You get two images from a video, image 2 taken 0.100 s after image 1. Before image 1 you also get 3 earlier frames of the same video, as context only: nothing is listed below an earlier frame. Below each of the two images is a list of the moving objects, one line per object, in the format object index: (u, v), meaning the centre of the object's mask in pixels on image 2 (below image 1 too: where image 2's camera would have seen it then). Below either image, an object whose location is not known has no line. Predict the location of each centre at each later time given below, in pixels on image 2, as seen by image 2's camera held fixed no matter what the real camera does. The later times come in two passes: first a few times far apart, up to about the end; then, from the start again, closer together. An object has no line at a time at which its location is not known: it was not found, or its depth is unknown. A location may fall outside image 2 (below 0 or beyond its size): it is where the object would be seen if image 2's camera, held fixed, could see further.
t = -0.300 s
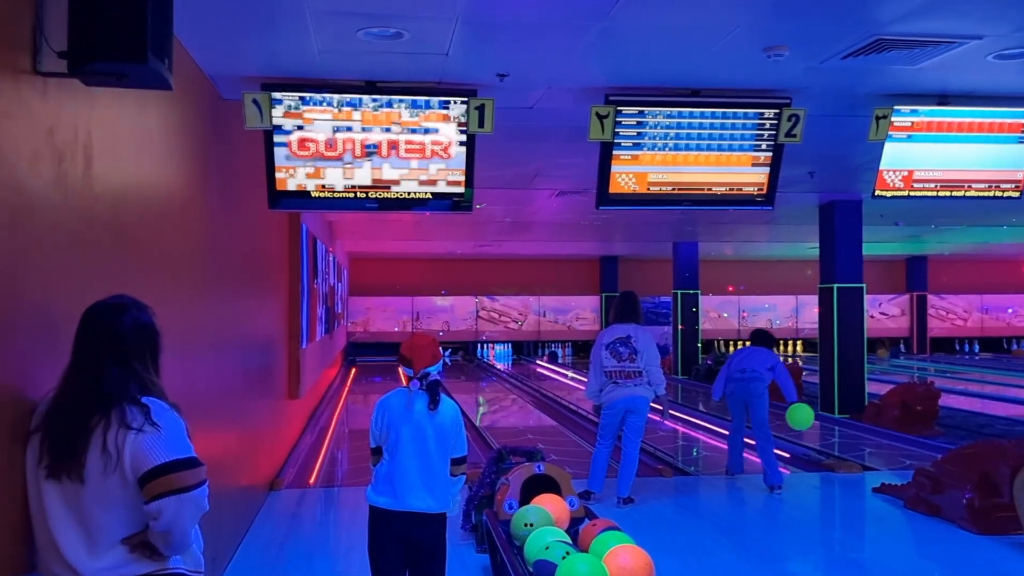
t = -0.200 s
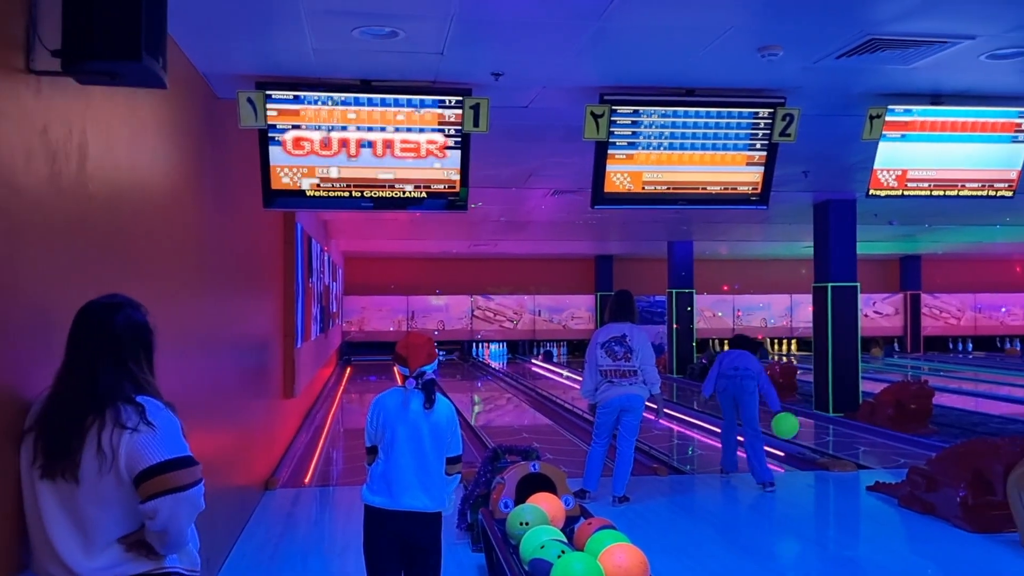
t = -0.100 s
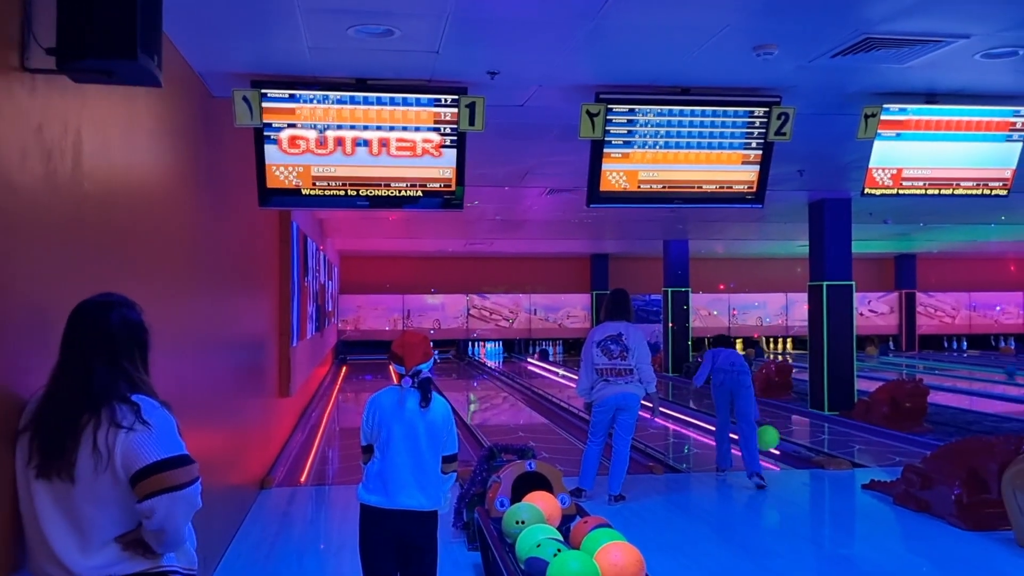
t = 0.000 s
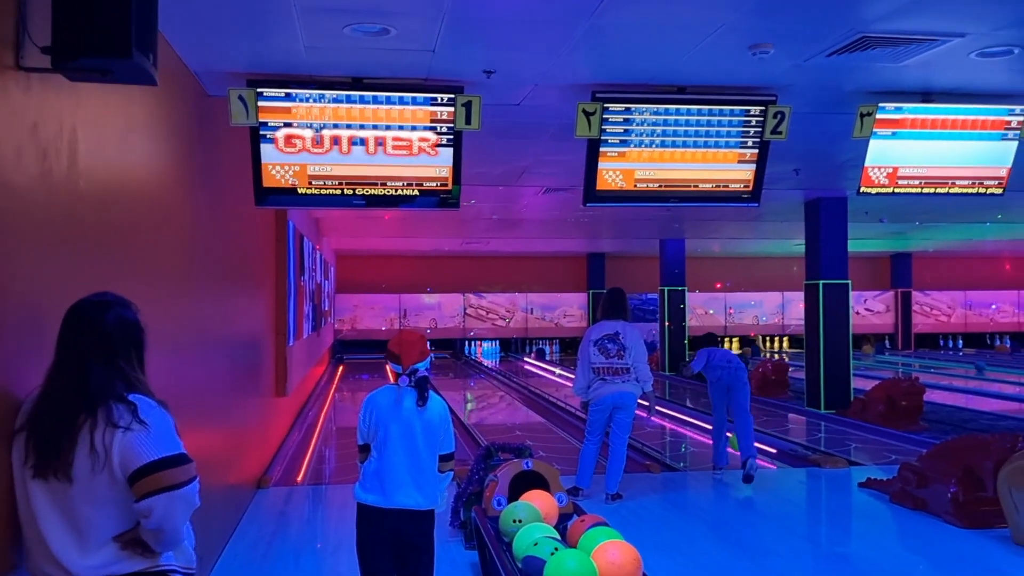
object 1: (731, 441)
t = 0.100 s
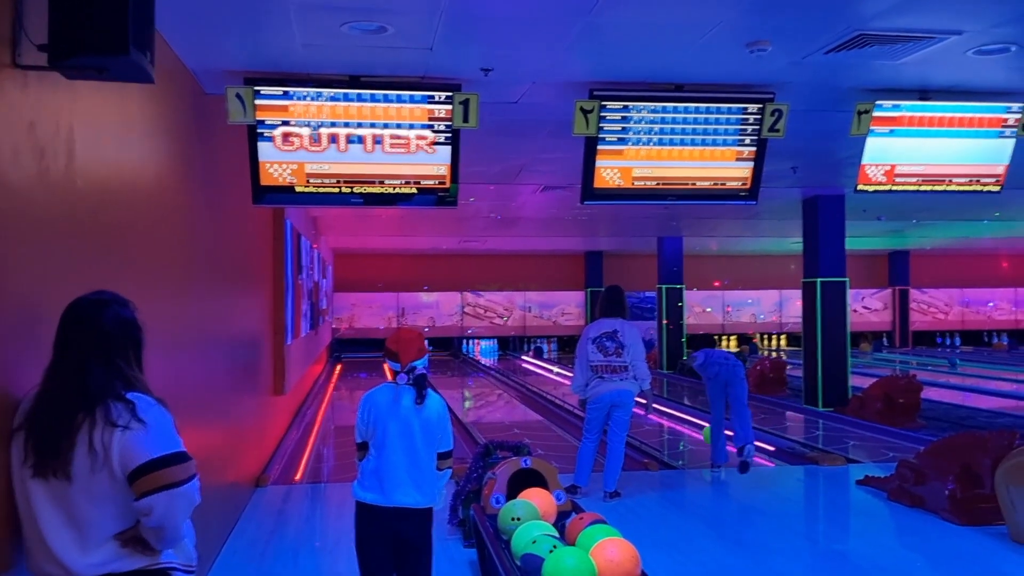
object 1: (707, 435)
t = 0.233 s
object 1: (684, 431)
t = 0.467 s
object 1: (643, 417)
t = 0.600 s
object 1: (629, 411)
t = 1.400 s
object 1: (548, 382)
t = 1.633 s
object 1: (534, 376)
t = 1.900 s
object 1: (521, 370)
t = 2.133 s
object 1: (511, 367)
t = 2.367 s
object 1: (503, 363)
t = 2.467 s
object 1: (500, 361)
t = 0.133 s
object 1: (703, 435)
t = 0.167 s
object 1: (698, 436)
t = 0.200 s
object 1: (691, 433)
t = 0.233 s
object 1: (684, 431)
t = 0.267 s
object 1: (677, 429)
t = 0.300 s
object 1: (671, 427)
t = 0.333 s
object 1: (665, 425)
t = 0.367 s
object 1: (659, 423)
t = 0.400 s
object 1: (654, 421)
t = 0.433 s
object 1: (648, 419)
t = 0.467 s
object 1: (643, 417)
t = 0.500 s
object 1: (638, 415)
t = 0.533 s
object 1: (634, 413)
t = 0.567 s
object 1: (632, 412)
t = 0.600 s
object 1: (629, 411)
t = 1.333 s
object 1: (553, 383)
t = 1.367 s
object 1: (551, 382)
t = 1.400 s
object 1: (548, 382)
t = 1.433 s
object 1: (546, 381)
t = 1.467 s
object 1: (544, 380)
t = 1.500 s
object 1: (542, 379)
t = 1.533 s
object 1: (540, 378)
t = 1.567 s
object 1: (537, 377)
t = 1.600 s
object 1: (536, 377)
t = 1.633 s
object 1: (534, 376)
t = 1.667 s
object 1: (532, 375)
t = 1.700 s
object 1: (530, 375)
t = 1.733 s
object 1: (528, 374)
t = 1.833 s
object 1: (524, 372)
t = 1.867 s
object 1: (522, 371)
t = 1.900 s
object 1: (521, 370)
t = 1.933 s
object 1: (519, 370)
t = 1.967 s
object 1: (518, 369)
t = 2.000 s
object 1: (516, 369)
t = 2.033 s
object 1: (515, 368)
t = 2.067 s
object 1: (513, 368)
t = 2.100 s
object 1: (512, 367)
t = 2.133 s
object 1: (511, 367)
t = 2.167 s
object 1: (510, 366)
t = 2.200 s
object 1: (509, 366)
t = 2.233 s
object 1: (507, 365)
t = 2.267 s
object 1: (506, 365)
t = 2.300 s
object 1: (505, 364)
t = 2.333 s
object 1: (504, 363)
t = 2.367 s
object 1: (503, 363)
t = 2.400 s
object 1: (502, 362)
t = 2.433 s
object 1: (501, 362)
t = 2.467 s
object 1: (500, 361)
